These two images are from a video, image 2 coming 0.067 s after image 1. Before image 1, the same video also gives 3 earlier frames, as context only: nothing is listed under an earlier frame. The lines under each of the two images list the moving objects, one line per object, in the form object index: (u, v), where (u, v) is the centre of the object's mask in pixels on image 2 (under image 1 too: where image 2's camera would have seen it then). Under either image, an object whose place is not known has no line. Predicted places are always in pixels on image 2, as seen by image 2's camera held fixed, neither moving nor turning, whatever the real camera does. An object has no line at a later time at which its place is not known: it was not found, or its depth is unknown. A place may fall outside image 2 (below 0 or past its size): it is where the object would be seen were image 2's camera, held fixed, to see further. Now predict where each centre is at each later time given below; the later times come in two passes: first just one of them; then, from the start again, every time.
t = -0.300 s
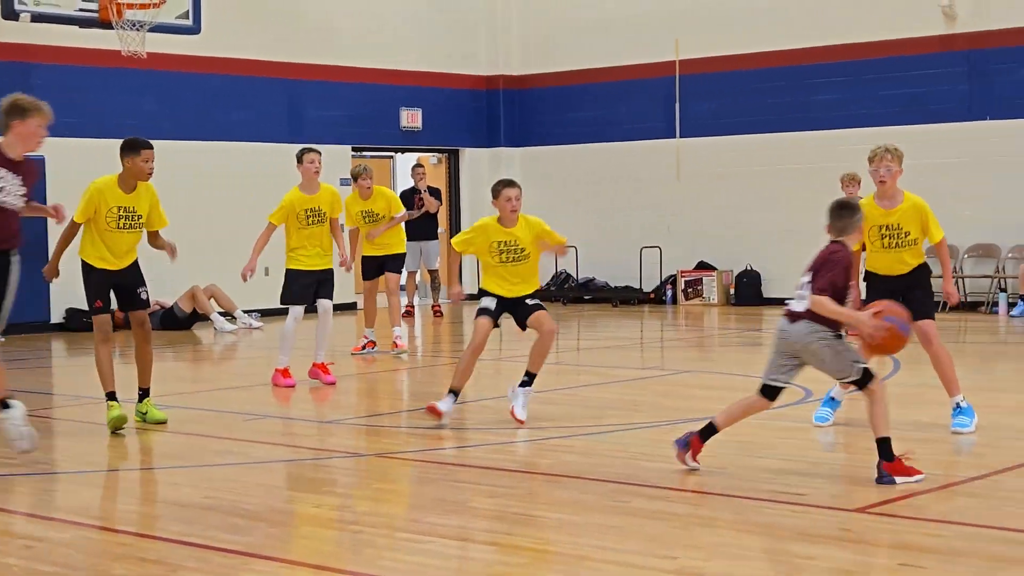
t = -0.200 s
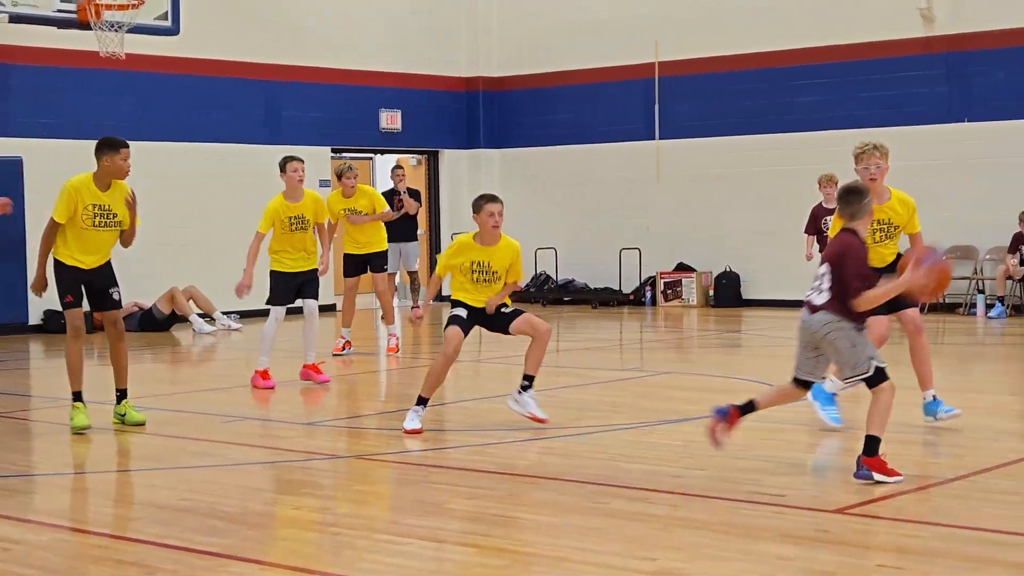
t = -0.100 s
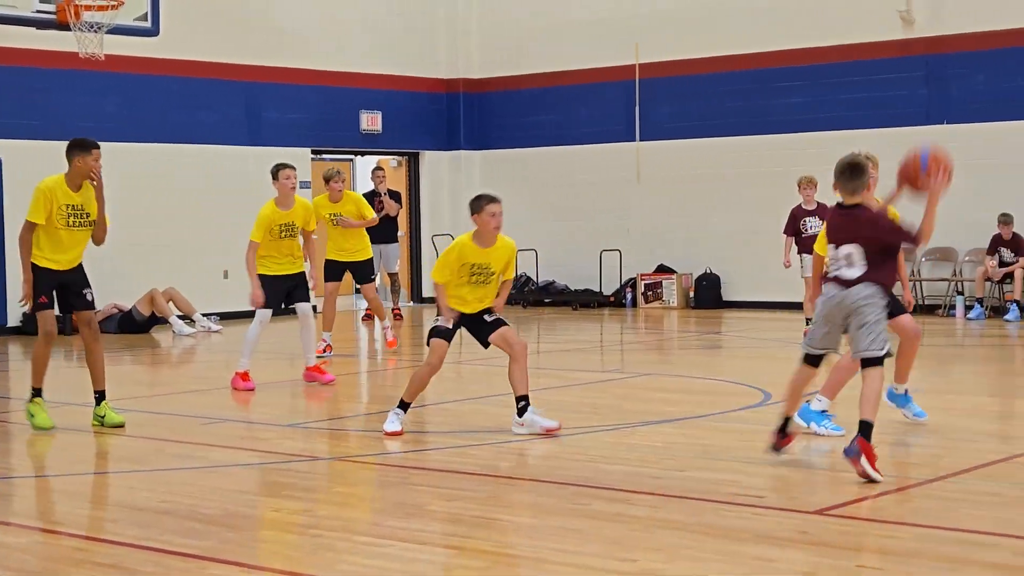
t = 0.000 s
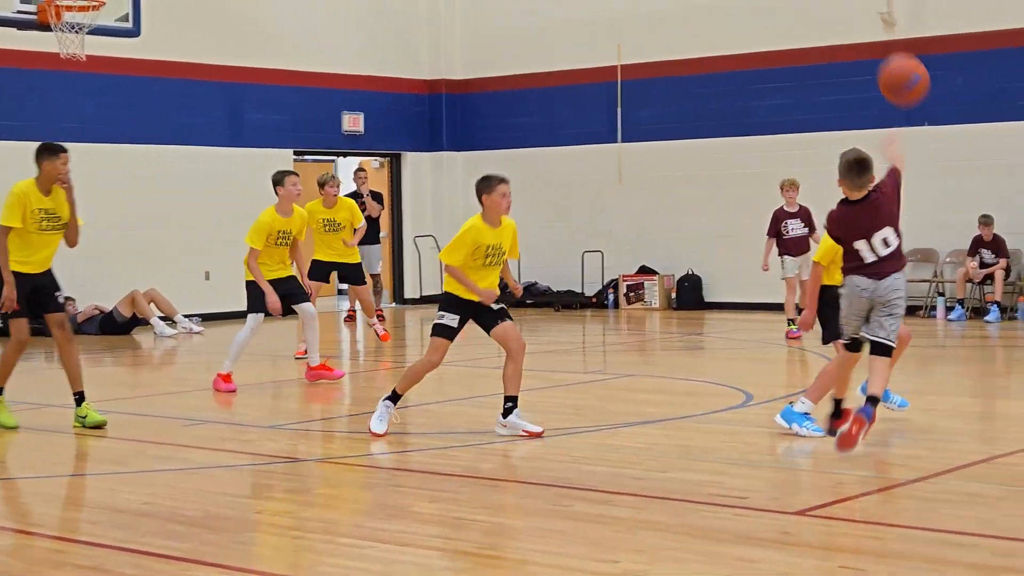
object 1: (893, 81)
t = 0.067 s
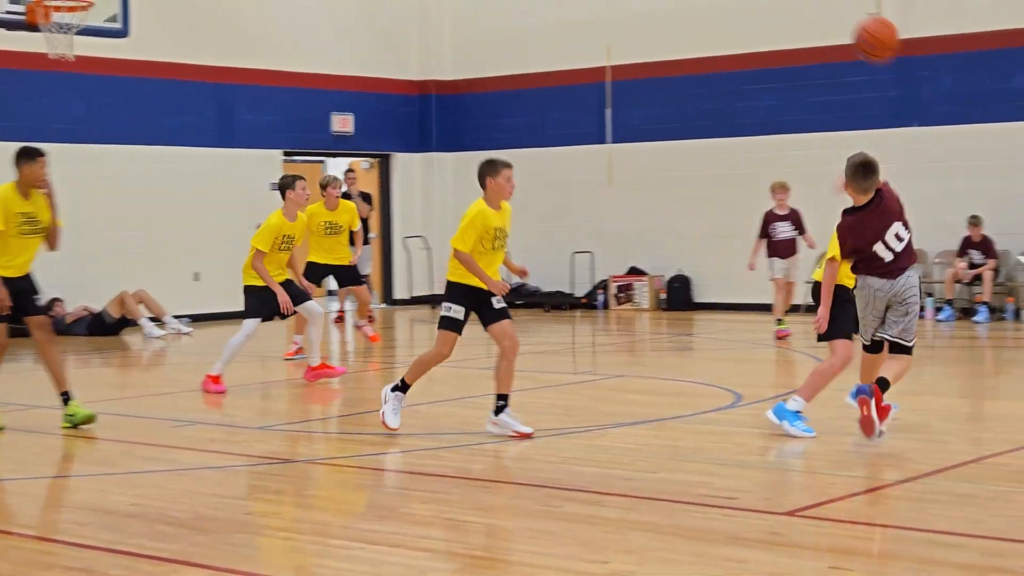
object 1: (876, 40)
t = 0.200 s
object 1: (843, 4)
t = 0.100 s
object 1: (866, 23)
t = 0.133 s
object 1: (859, 14)
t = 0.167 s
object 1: (849, 8)
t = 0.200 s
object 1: (843, 4)
